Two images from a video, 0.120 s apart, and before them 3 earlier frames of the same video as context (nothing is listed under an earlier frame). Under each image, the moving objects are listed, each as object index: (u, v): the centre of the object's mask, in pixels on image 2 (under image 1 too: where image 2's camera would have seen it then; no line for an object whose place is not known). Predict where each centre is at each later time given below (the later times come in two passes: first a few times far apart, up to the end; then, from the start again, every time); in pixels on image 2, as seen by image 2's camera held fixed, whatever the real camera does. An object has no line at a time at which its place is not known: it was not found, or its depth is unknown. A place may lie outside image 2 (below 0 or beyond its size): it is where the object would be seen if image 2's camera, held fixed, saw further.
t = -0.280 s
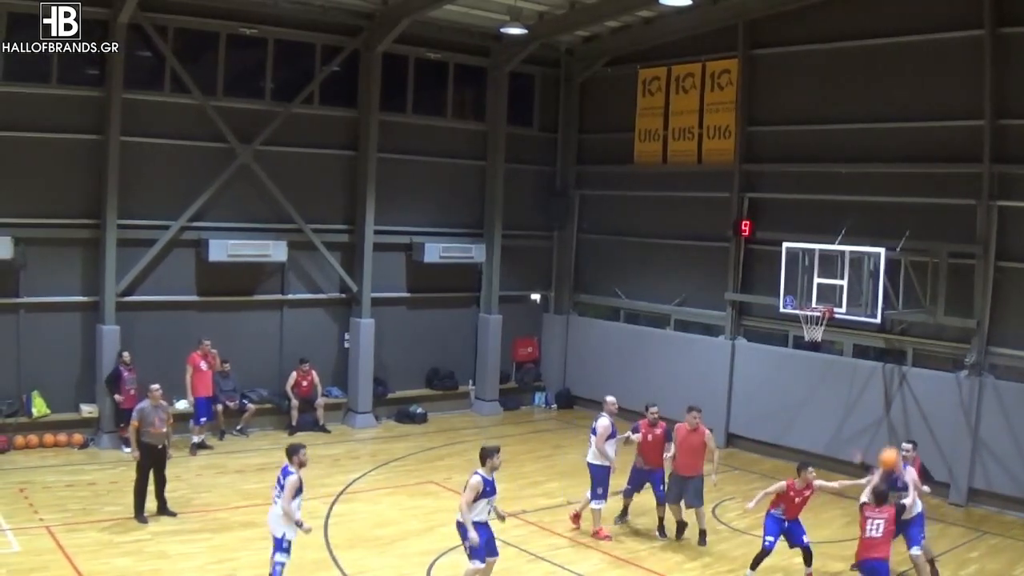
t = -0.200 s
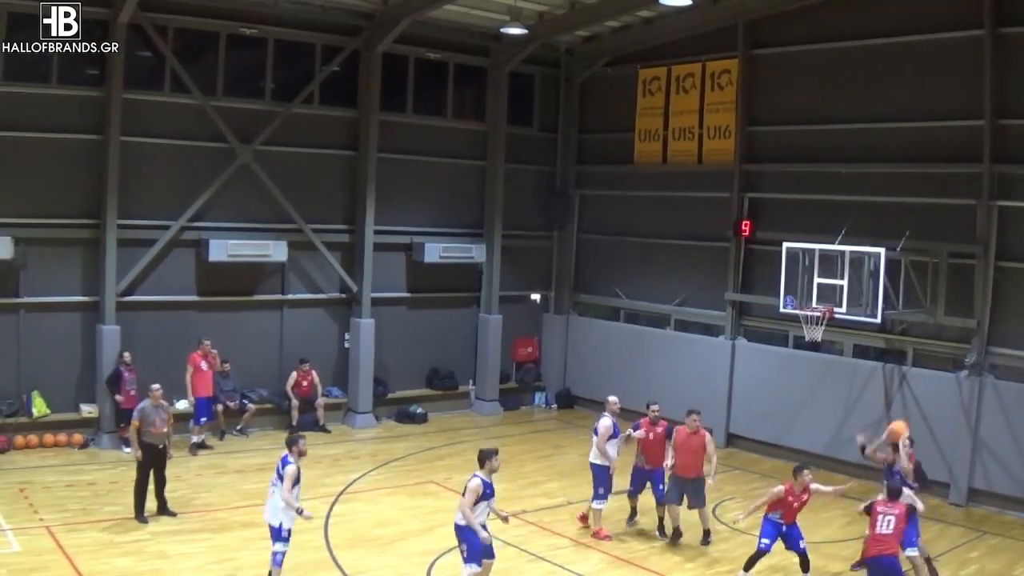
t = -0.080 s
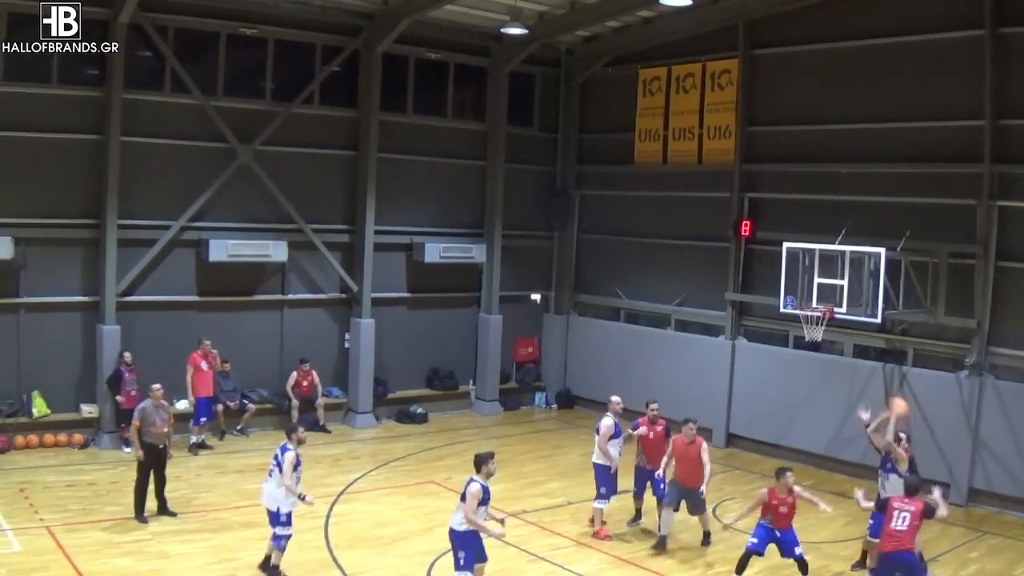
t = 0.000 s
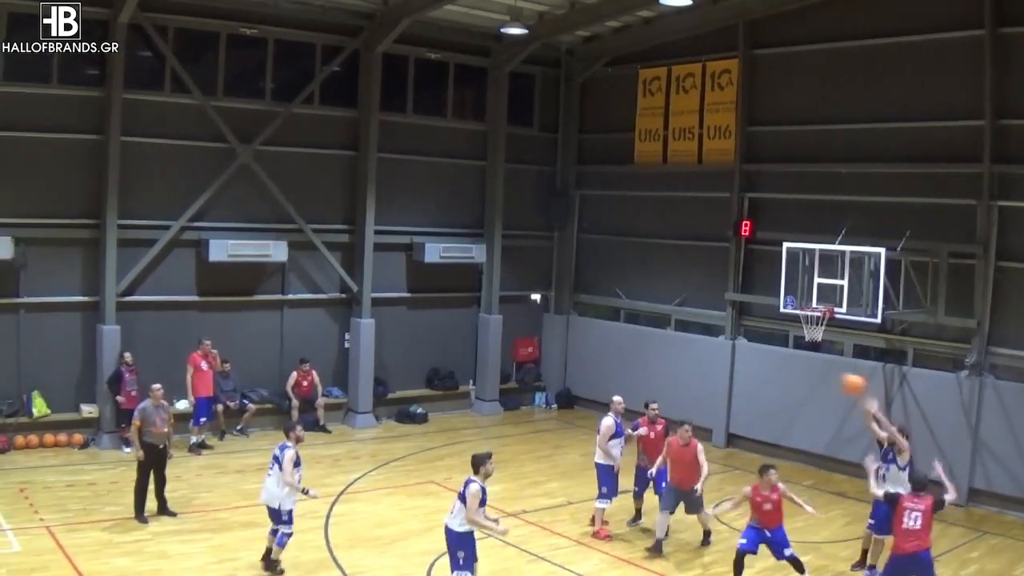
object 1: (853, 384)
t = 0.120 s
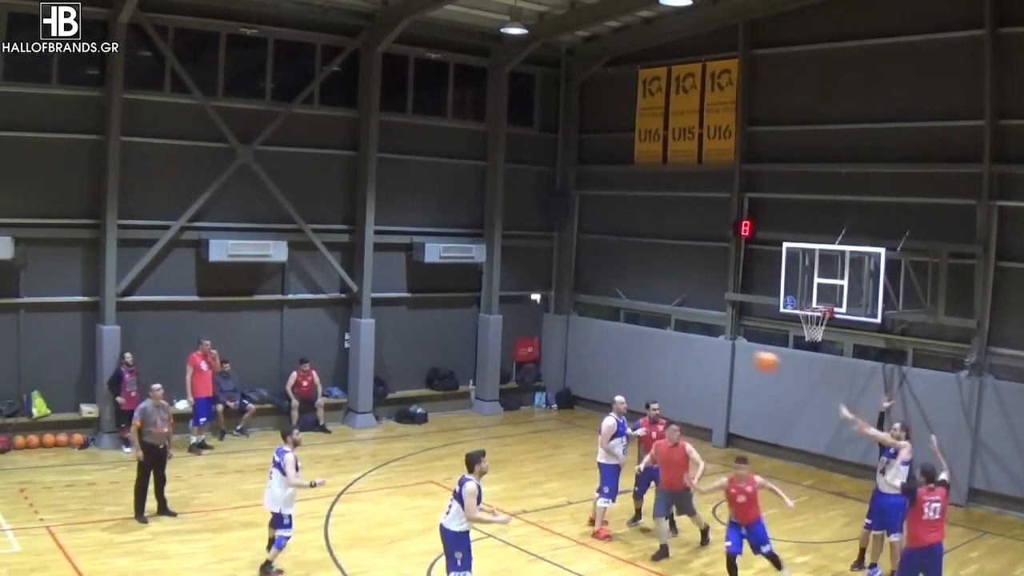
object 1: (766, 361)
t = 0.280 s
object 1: (651, 350)
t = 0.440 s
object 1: (539, 362)
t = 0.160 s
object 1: (737, 356)
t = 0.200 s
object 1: (708, 353)
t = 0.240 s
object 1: (680, 351)
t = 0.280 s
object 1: (651, 350)
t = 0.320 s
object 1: (622, 351)
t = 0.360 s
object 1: (594, 354)
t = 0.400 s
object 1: (567, 357)
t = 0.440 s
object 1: (539, 362)
